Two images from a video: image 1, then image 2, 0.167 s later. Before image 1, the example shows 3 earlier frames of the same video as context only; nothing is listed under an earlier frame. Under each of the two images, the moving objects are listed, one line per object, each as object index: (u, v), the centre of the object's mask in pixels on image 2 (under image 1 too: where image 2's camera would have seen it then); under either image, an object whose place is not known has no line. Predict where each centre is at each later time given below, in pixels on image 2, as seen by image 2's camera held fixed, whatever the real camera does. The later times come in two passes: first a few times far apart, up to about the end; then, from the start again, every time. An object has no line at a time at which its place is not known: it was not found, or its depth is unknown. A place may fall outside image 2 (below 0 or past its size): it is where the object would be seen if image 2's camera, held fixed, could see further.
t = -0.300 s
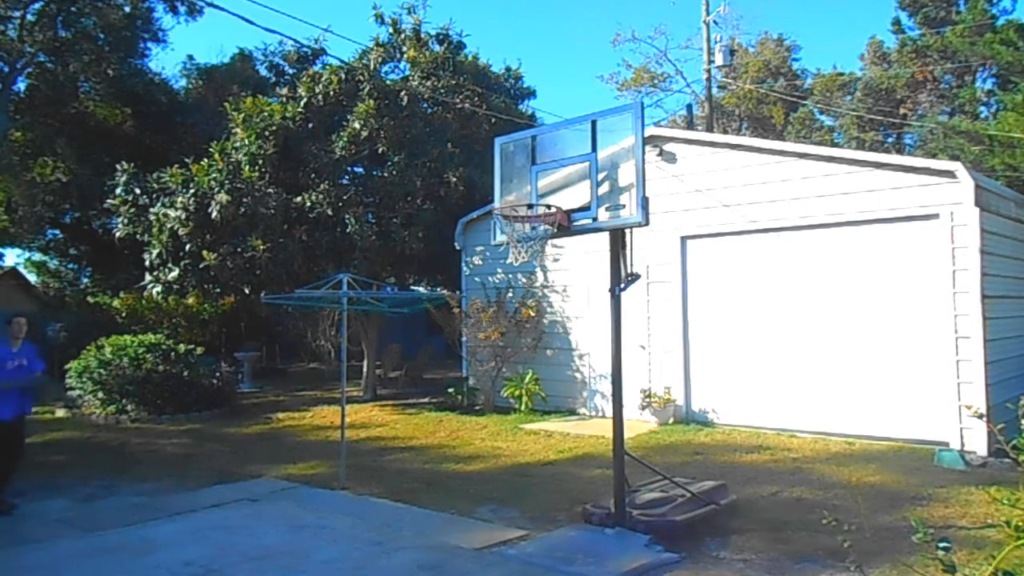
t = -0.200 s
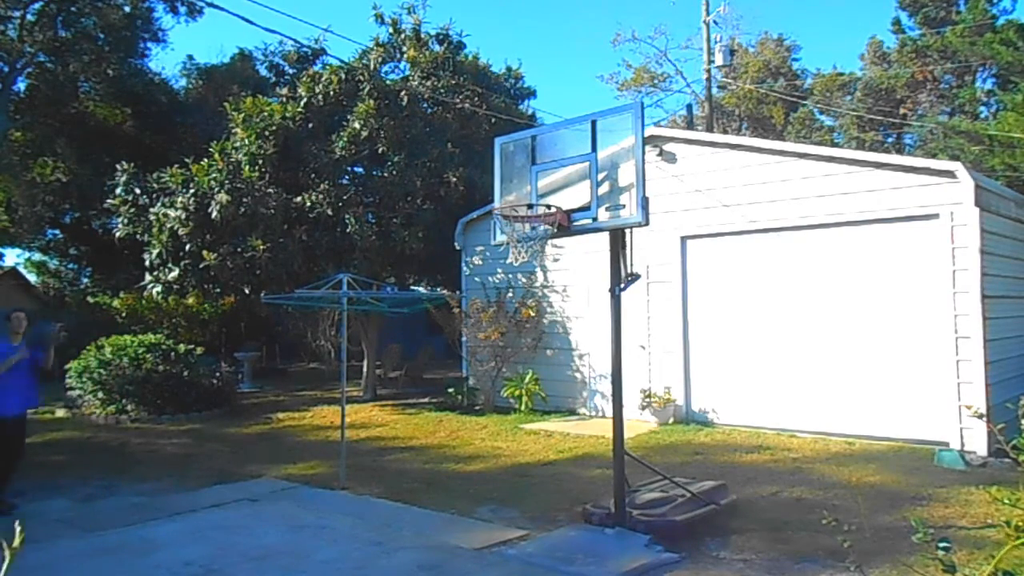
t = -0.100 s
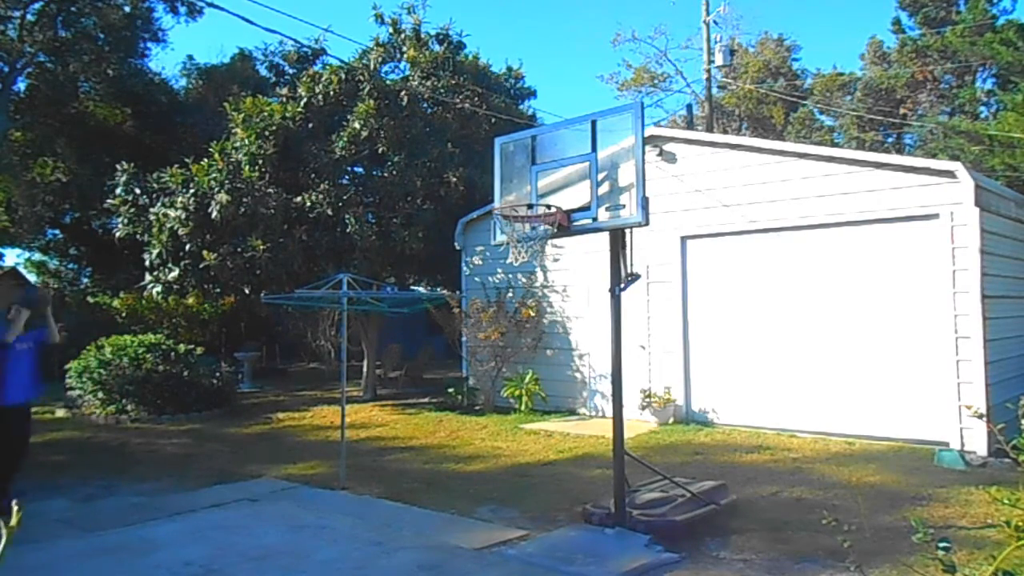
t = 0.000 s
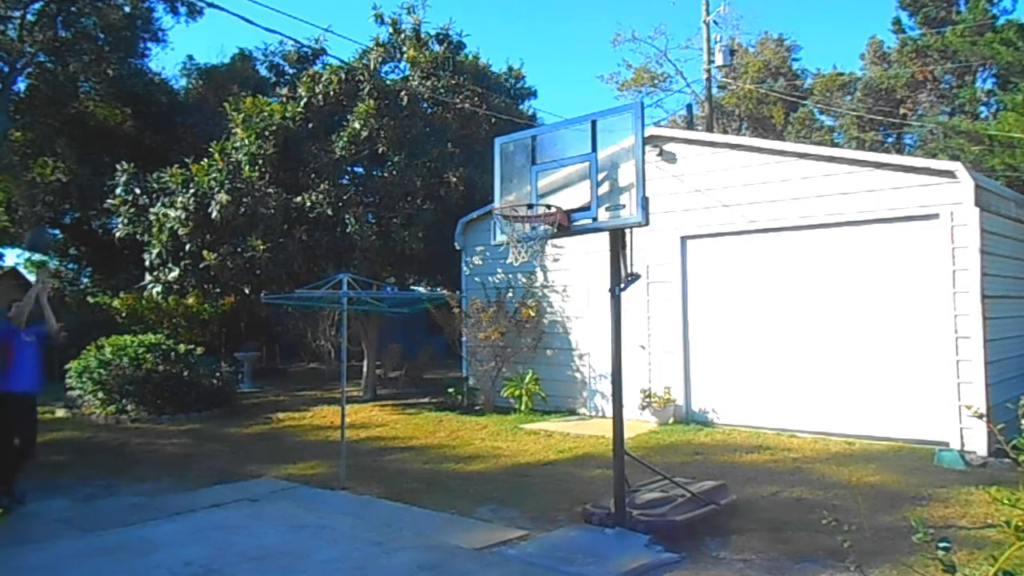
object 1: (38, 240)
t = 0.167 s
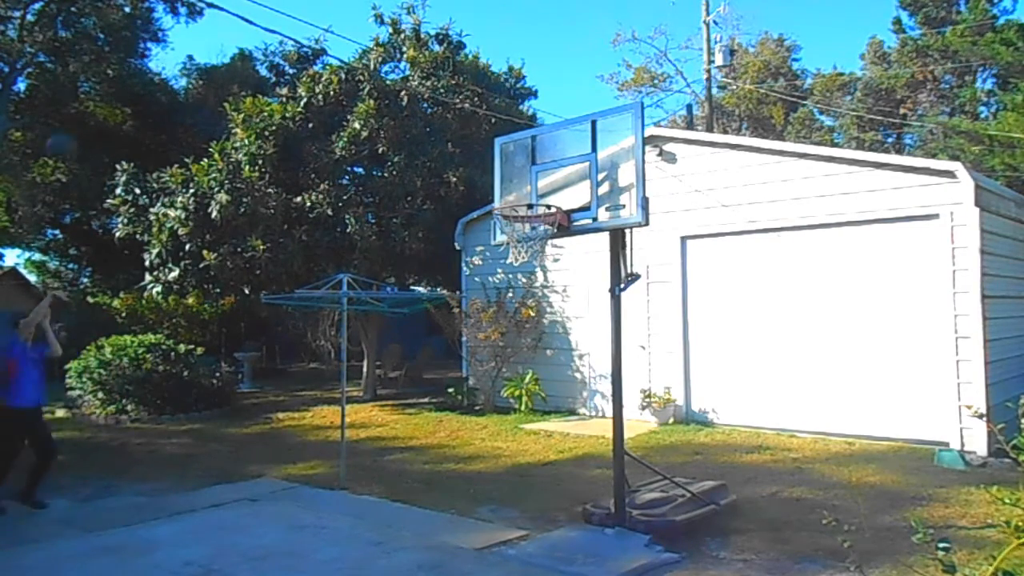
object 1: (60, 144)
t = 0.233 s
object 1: (65, 113)
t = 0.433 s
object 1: (91, 52)
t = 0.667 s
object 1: (119, 34)
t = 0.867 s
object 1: (150, 71)
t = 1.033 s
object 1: (174, 140)
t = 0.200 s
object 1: (65, 130)
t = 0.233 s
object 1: (65, 113)
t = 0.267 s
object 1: (70, 101)
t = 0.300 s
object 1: (74, 88)
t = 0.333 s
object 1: (77, 76)
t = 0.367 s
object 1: (82, 68)
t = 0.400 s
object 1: (87, 59)
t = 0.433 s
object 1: (91, 52)
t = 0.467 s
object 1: (95, 46)
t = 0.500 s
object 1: (100, 41)
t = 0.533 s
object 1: (104, 37)
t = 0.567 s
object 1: (108, 34)
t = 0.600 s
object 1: (113, 33)
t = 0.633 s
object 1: (116, 32)
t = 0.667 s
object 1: (119, 34)
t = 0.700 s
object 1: (123, 37)
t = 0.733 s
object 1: (128, 41)
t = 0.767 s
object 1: (133, 47)
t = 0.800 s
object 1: (142, 54)
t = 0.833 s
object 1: (146, 63)
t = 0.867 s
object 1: (150, 71)
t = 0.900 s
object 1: (154, 81)
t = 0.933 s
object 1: (154, 92)
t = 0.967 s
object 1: (159, 106)
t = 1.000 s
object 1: (168, 121)
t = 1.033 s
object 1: (174, 140)
